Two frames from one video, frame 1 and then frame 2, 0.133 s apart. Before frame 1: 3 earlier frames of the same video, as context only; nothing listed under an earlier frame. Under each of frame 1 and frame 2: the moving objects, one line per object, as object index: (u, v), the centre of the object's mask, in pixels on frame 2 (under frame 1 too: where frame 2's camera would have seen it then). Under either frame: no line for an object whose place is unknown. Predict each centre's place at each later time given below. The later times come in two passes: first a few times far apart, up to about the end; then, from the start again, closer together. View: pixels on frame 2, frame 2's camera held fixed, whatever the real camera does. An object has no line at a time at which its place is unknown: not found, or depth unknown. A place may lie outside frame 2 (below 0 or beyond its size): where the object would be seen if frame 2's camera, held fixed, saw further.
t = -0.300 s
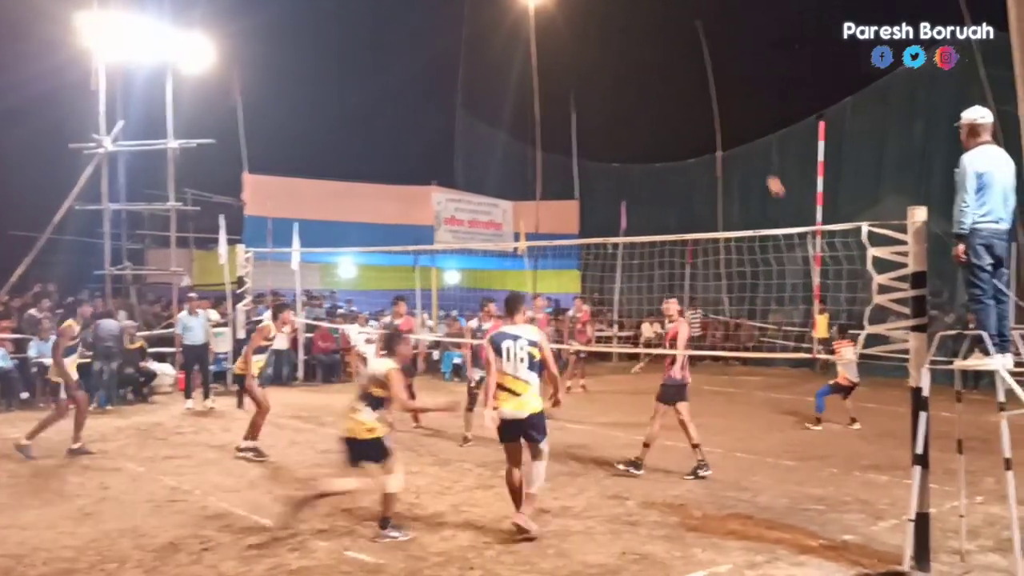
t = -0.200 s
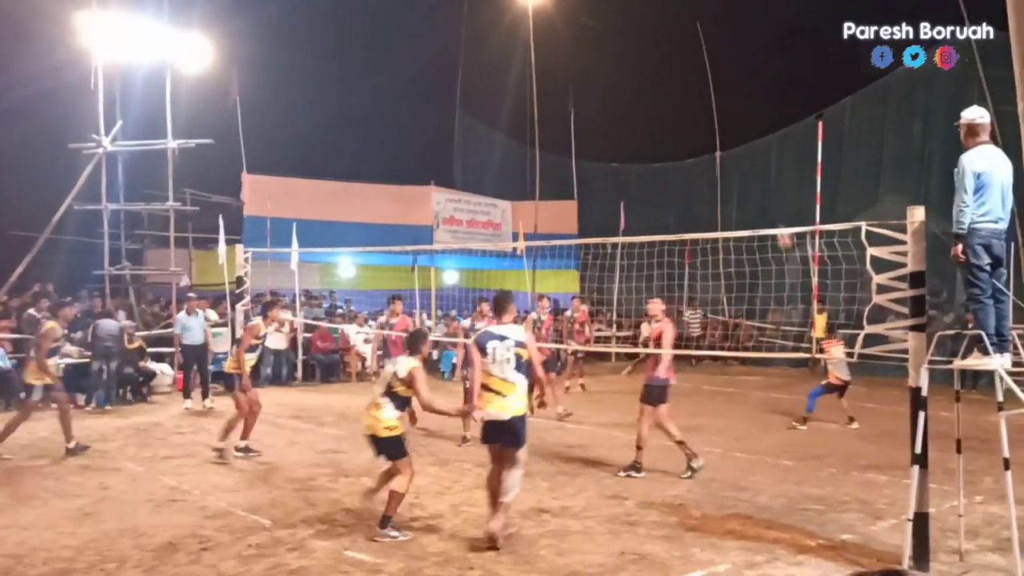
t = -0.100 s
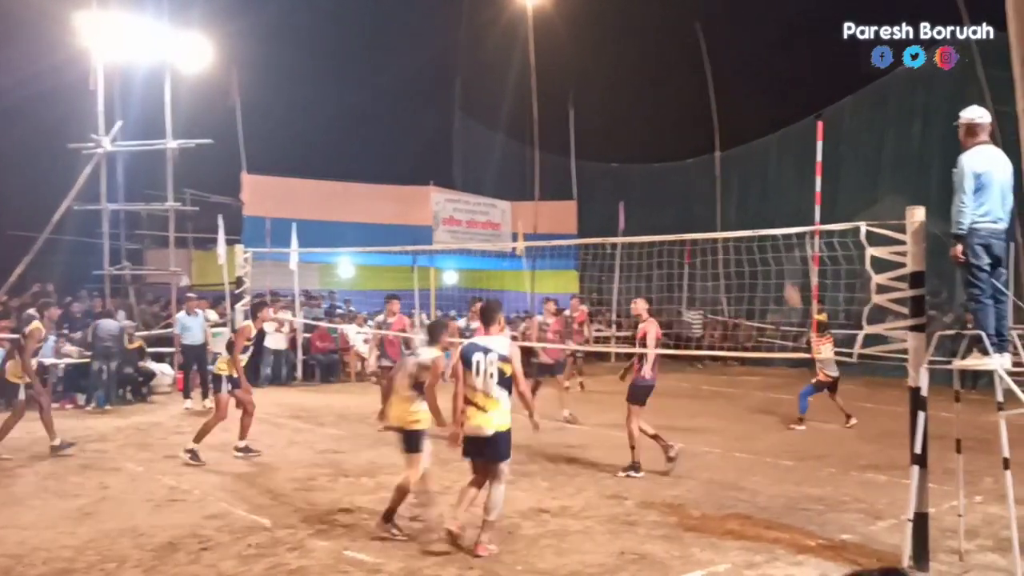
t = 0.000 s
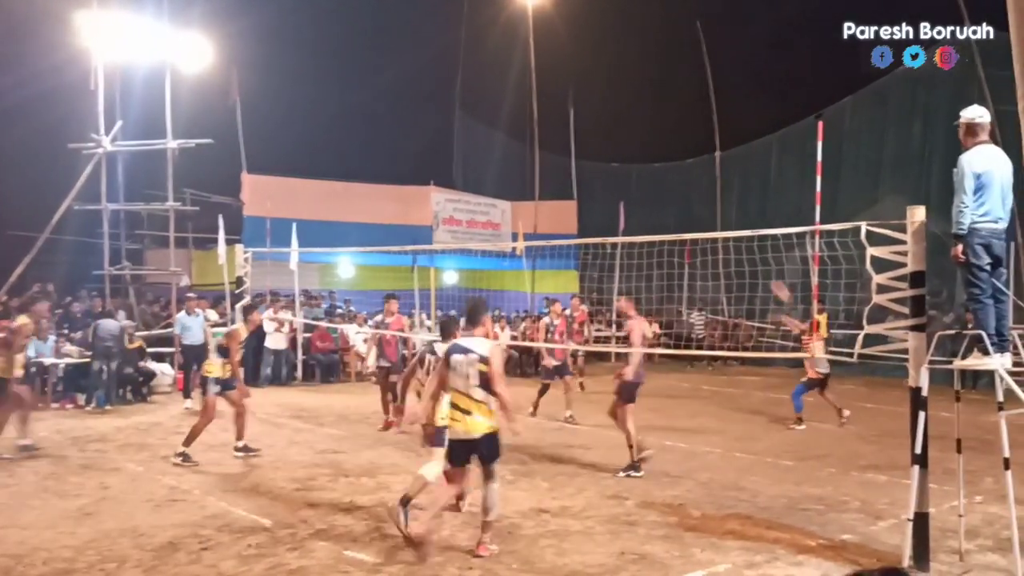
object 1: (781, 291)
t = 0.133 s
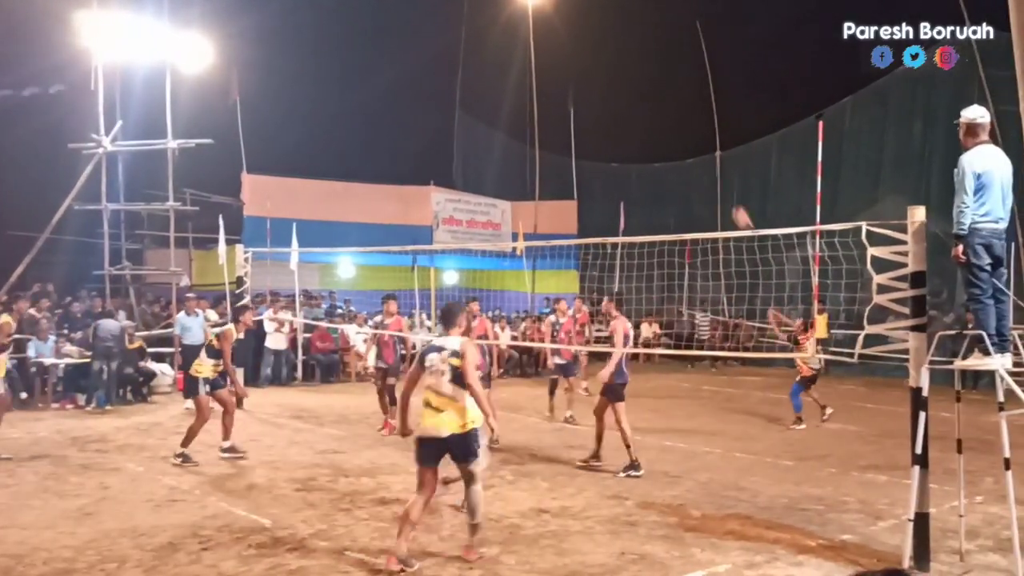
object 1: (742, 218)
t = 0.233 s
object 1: (711, 168)
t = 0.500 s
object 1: (623, 62)
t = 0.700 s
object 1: (547, 10)
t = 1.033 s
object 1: (402, 1)
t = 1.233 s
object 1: (301, 38)
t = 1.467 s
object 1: (167, 154)
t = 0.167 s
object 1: (732, 201)
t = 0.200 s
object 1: (722, 185)
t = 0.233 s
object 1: (711, 168)
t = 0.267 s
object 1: (701, 153)
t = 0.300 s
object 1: (690, 138)
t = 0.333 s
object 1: (680, 124)
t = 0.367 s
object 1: (669, 111)
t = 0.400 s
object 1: (658, 98)
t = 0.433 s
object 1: (646, 86)
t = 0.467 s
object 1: (635, 73)
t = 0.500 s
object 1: (623, 62)
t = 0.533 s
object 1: (611, 51)
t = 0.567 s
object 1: (599, 42)
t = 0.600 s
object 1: (586, 33)
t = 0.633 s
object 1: (574, 25)
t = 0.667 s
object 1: (561, 17)
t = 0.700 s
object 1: (547, 10)
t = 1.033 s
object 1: (402, 1)
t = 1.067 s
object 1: (385, 3)
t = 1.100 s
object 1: (369, 6)
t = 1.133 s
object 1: (353, 10)
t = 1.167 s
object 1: (336, 18)
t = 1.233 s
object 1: (301, 38)
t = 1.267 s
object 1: (283, 50)
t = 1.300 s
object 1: (266, 63)
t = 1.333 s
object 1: (246, 79)
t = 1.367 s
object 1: (229, 93)
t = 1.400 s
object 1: (211, 110)
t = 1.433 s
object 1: (191, 128)
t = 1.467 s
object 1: (167, 154)
